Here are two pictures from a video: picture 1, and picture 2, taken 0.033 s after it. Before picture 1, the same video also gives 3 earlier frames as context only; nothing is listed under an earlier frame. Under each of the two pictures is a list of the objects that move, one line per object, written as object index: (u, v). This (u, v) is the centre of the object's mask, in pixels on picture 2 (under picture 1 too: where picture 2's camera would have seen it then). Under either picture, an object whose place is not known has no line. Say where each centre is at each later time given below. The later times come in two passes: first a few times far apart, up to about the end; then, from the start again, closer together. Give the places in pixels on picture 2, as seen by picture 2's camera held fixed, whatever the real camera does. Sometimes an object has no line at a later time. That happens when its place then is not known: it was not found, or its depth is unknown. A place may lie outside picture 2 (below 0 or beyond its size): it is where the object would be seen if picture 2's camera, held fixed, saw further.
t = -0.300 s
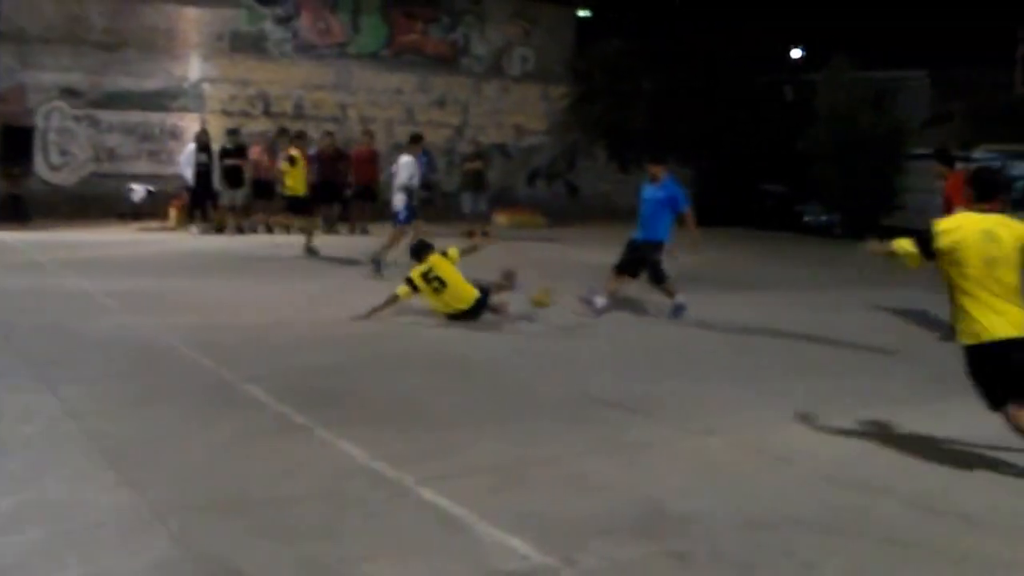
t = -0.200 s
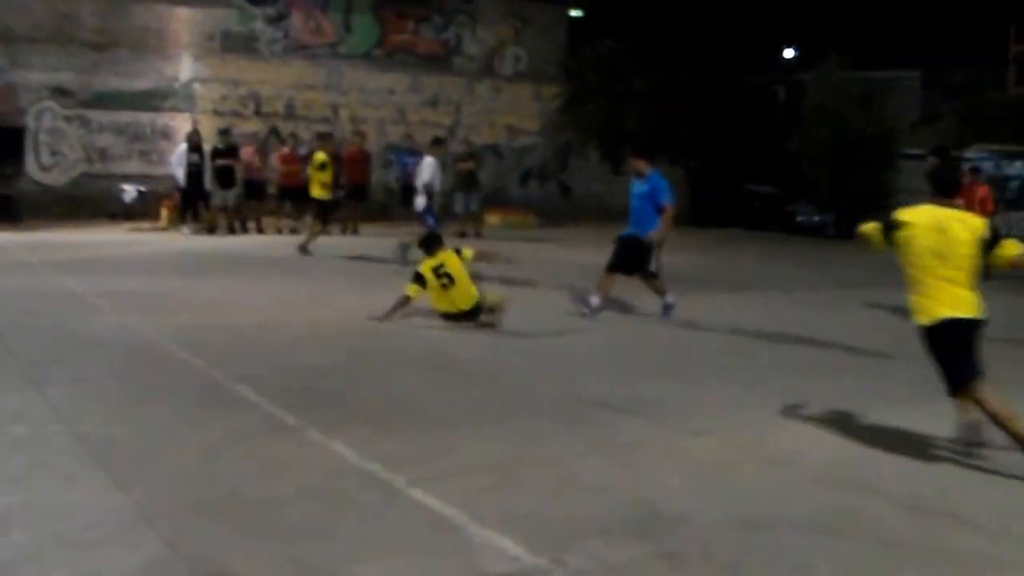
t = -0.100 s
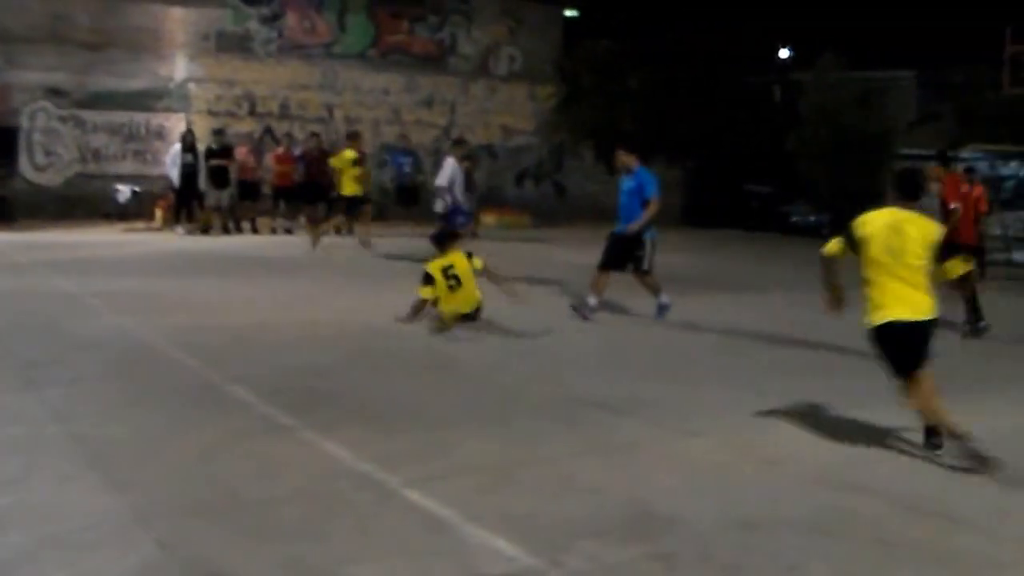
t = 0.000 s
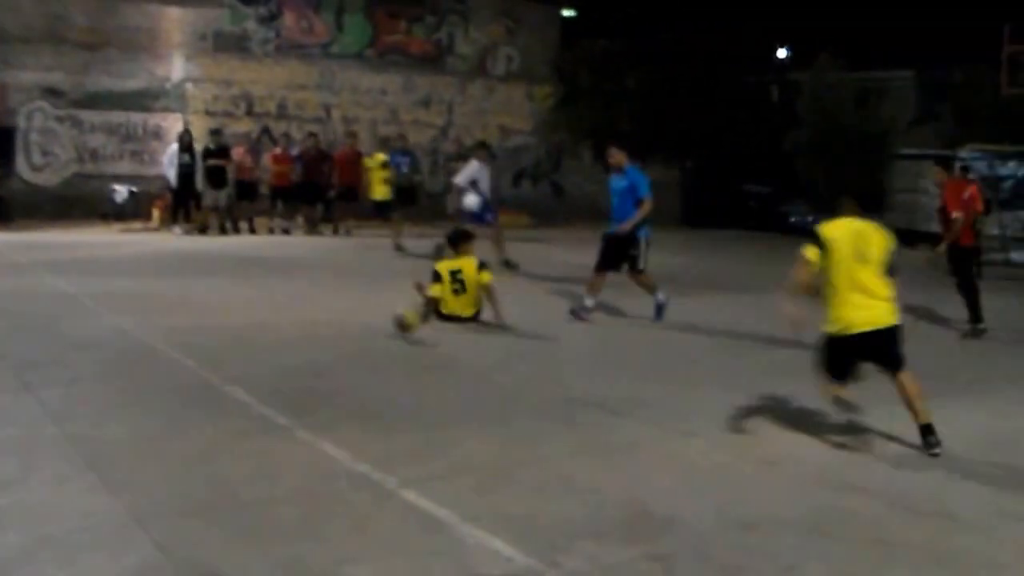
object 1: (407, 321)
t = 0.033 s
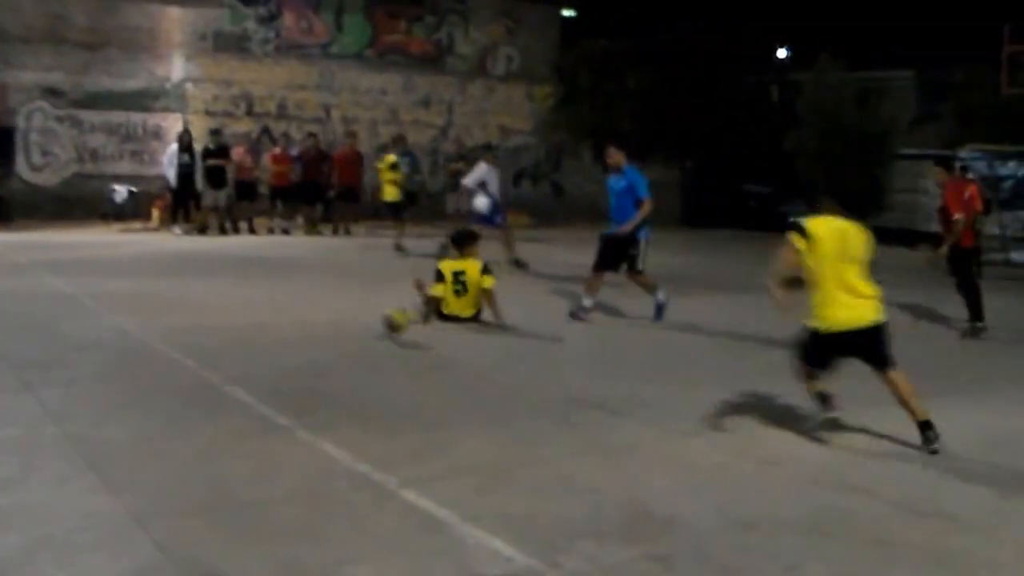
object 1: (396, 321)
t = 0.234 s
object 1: (337, 334)
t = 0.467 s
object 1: (281, 344)
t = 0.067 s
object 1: (385, 322)
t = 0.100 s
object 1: (375, 323)
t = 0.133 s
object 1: (366, 328)
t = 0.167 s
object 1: (354, 335)
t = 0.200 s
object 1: (346, 334)
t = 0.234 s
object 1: (337, 334)
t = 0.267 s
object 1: (329, 334)
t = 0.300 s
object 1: (322, 336)
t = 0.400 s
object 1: (298, 340)
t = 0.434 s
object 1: (289, 341)
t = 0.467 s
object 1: (281, 344)
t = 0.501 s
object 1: (272, 344)
